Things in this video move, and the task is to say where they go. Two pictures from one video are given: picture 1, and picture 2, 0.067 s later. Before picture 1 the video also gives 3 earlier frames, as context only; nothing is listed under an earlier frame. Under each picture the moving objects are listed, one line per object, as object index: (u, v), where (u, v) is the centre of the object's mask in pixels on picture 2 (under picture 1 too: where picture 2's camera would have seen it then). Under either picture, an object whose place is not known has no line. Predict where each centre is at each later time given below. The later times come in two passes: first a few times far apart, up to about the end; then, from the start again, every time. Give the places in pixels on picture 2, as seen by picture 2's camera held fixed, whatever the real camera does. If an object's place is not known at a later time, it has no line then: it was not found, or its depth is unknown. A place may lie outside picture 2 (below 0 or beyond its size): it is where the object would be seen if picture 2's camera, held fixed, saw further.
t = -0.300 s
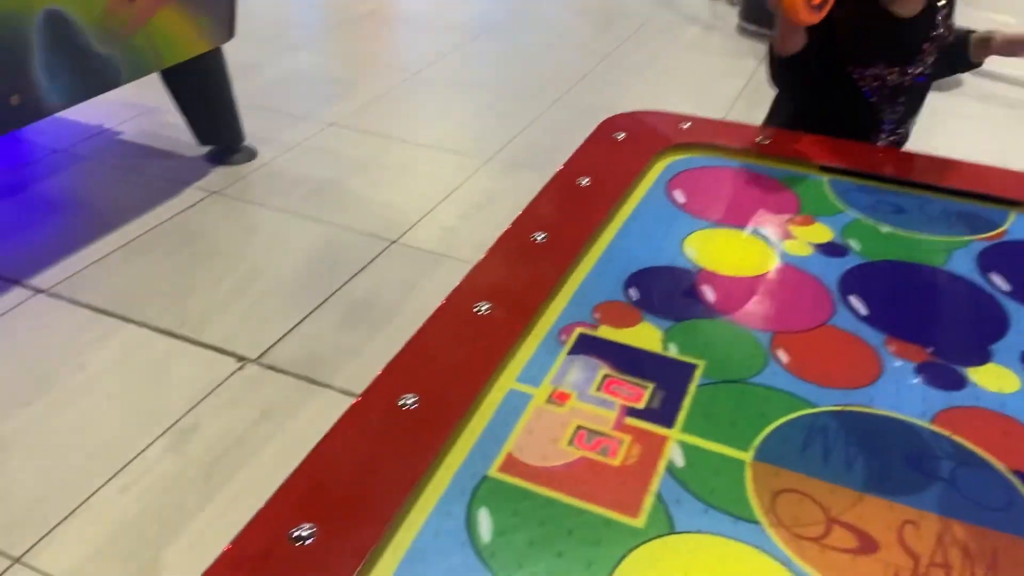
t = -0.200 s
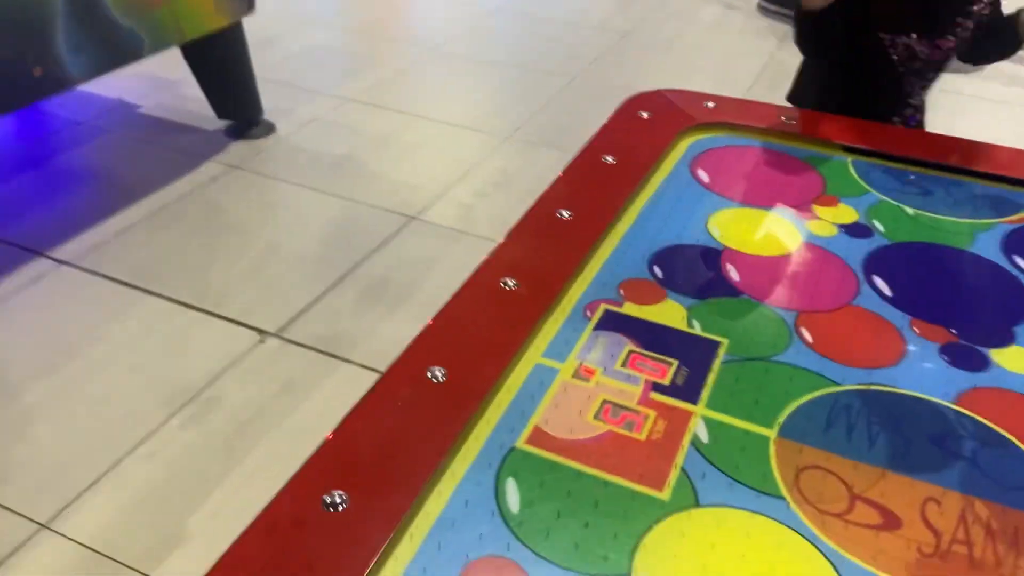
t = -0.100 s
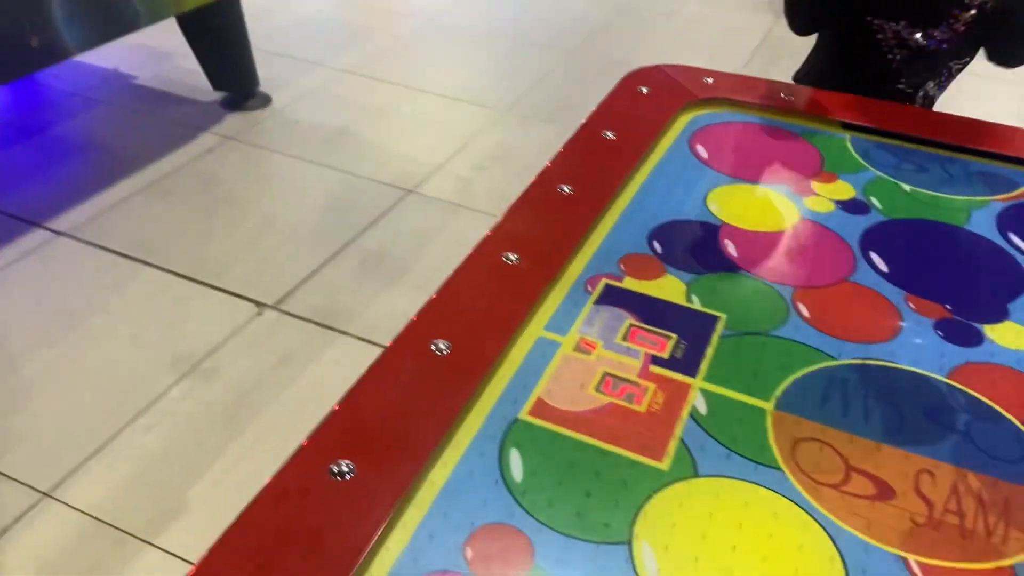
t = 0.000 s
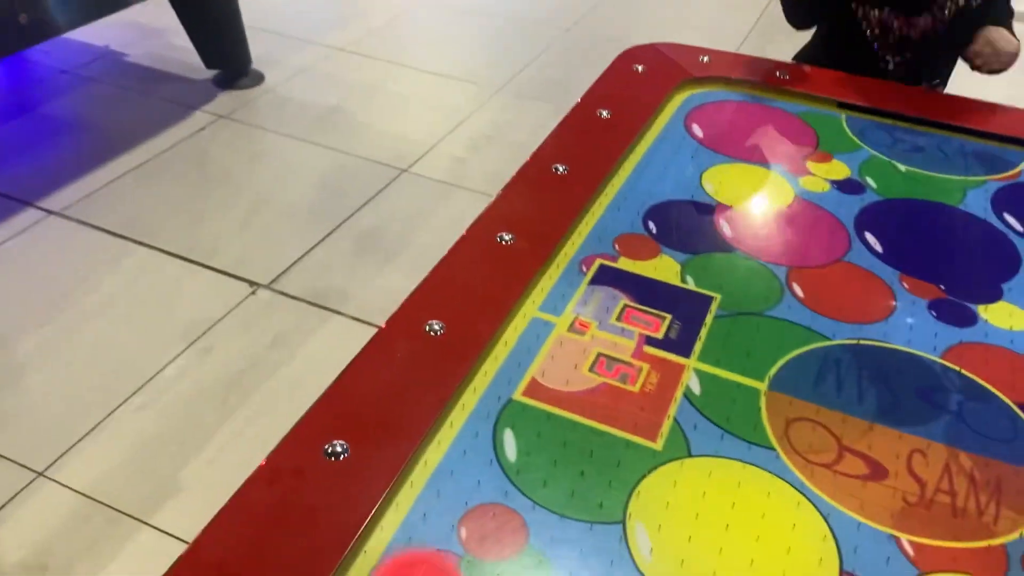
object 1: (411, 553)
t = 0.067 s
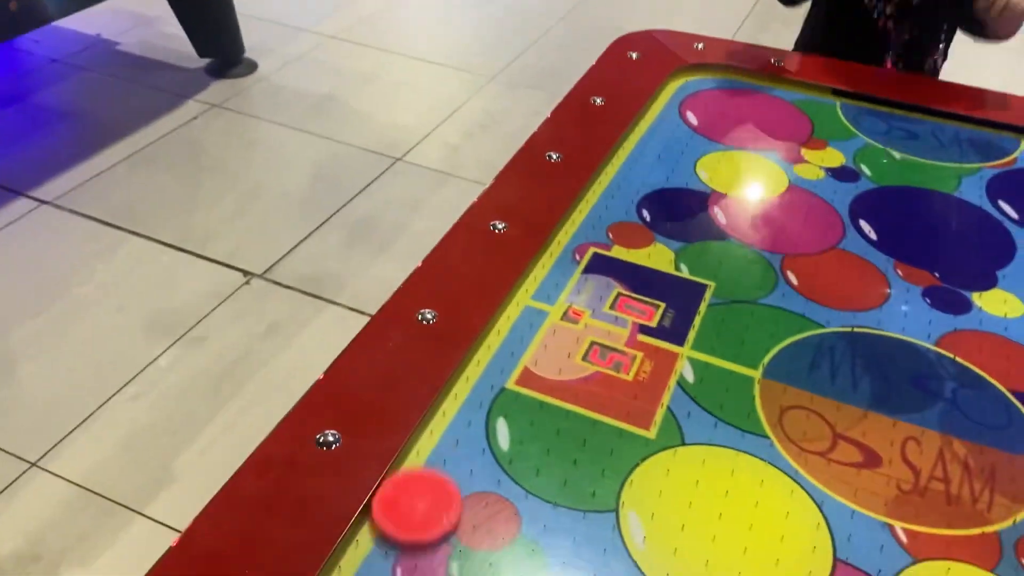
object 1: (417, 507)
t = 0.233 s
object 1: (494, 389)
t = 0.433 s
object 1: (638, 314)
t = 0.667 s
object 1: (780, 249)
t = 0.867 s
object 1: (884, 206)
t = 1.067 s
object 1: (944, 180)
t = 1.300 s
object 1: (955, 172)
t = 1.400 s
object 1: (956, 172)
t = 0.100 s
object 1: (424, 476)
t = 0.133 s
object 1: (434, 446)
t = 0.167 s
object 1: (449, 423)
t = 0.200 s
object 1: (470, 405)
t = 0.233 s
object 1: (494, 389)
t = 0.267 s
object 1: (520, 375)
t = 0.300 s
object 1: (545, 362)
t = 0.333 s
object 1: (569, 349)
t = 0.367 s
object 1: (592, 336)
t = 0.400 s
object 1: (618, 324)
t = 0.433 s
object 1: (638, 314)
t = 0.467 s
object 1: (660, 303)
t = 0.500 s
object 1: (681, 293)
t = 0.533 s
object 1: (701, 284)
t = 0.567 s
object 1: (721, 275)
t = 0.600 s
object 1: (742, 266)
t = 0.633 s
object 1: (761, 258)
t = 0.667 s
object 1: (780, 249)
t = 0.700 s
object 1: (799, 241)
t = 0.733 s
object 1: (817, 234)
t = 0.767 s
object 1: (835, 226)
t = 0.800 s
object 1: (852, 219)
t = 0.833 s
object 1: (869, 212)
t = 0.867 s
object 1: (884, 206)
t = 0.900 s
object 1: (899, 200)
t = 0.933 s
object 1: (911, 195)
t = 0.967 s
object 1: (921, 190)
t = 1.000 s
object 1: (931, 187)
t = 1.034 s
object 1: (938, 183)
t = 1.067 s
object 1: (944, 180)
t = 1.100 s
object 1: (950, 178)
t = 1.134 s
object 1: (953, 176)
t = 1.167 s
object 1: (955, 173)
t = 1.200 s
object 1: (956, 173)
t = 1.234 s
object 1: (955, 172)
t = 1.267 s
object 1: (955, 172)
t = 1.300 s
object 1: (955, 172)
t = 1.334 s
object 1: (956, 172)
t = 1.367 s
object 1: (956, 171)
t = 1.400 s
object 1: (956, 172)
